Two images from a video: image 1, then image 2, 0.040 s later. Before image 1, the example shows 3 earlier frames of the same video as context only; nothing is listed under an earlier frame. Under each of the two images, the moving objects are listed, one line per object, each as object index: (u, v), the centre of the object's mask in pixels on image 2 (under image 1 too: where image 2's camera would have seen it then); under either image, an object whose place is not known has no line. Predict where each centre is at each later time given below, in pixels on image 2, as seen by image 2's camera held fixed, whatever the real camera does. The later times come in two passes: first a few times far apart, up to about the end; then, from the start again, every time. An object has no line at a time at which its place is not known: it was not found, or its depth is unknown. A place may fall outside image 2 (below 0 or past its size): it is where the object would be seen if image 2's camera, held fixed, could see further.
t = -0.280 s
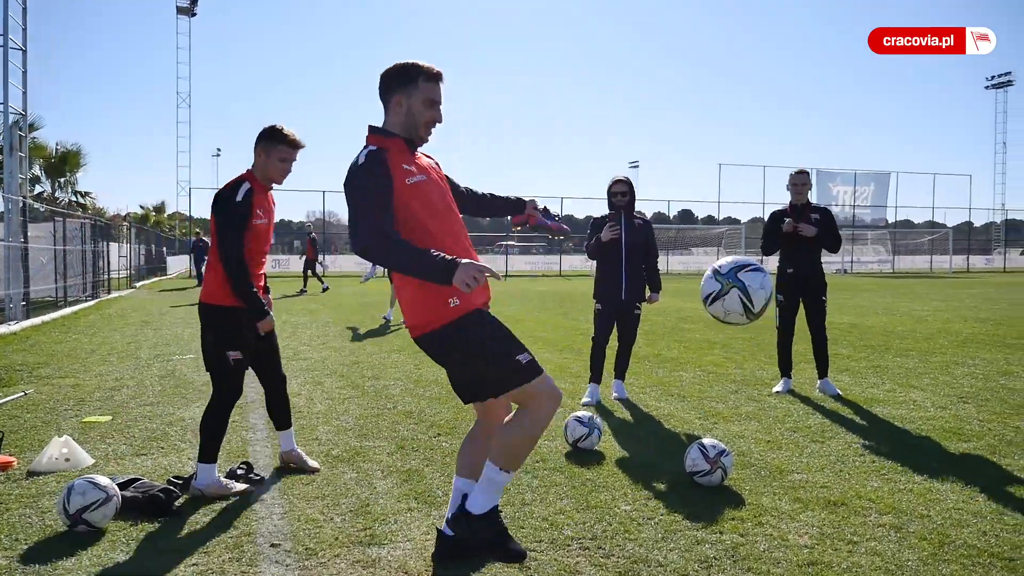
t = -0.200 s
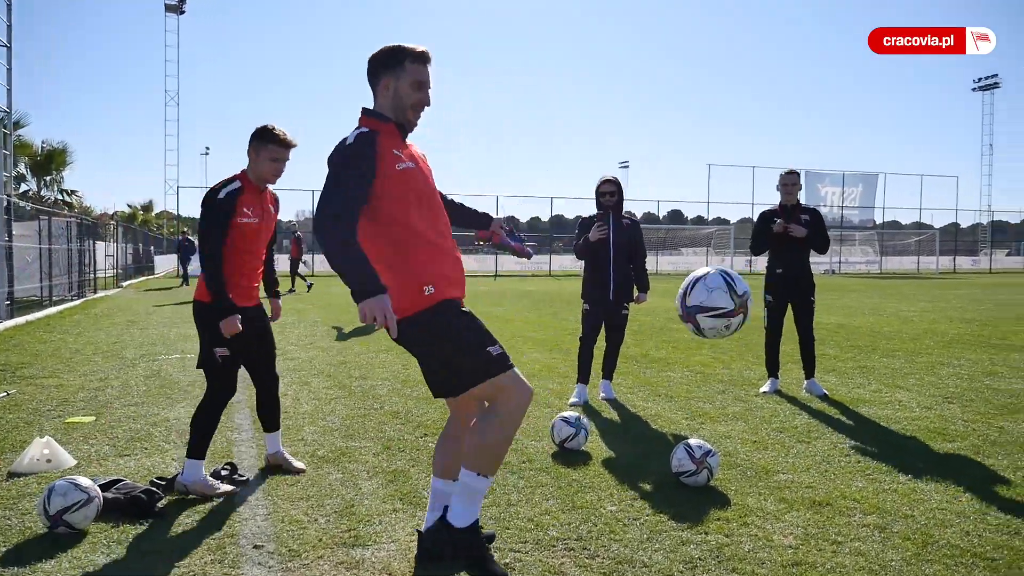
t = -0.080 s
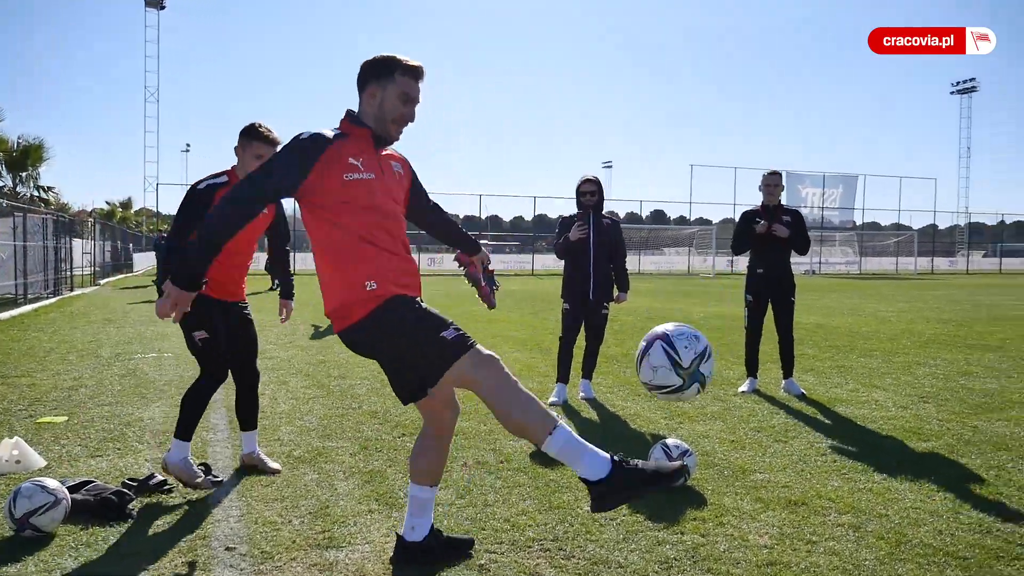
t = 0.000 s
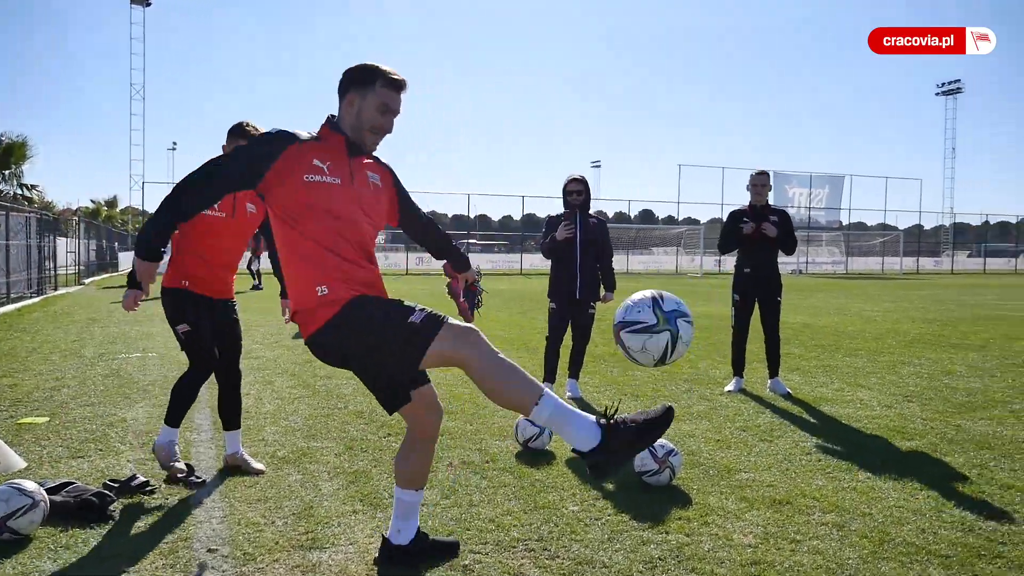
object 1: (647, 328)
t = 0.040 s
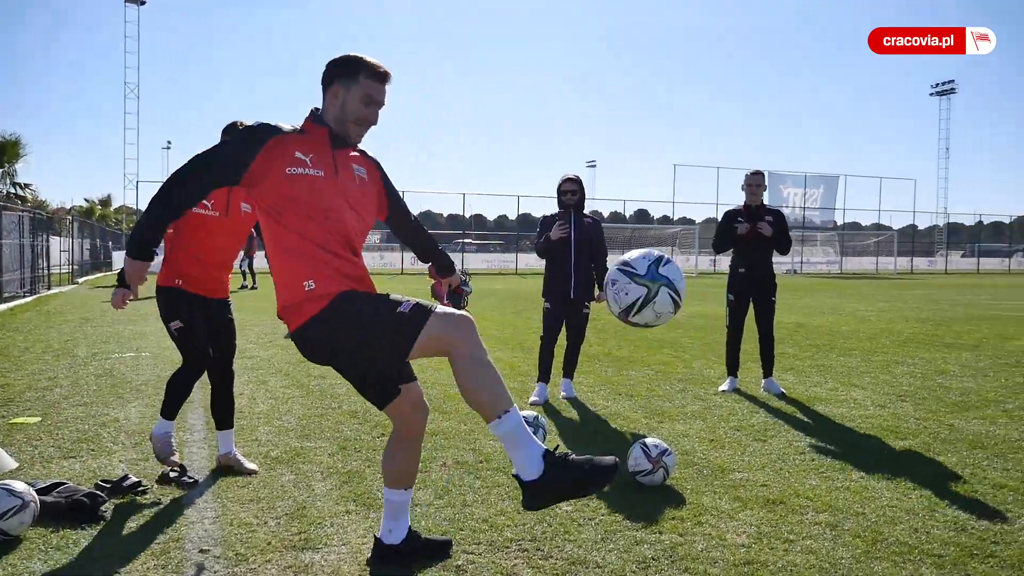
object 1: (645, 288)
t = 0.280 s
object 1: (624, 152)
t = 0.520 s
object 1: (607, 230)
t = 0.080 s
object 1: (642, 253)
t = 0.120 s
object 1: (639, 223)
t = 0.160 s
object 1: (636, 196)
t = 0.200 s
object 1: (631, 176)
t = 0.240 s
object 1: (628, 161)
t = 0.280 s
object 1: (624, 152)
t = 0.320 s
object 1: (621, 149)
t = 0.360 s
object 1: (617, 152)
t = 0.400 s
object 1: (615, 161)
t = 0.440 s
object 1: (613, 177)
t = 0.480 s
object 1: (611, 200)
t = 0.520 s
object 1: (607, 230)
